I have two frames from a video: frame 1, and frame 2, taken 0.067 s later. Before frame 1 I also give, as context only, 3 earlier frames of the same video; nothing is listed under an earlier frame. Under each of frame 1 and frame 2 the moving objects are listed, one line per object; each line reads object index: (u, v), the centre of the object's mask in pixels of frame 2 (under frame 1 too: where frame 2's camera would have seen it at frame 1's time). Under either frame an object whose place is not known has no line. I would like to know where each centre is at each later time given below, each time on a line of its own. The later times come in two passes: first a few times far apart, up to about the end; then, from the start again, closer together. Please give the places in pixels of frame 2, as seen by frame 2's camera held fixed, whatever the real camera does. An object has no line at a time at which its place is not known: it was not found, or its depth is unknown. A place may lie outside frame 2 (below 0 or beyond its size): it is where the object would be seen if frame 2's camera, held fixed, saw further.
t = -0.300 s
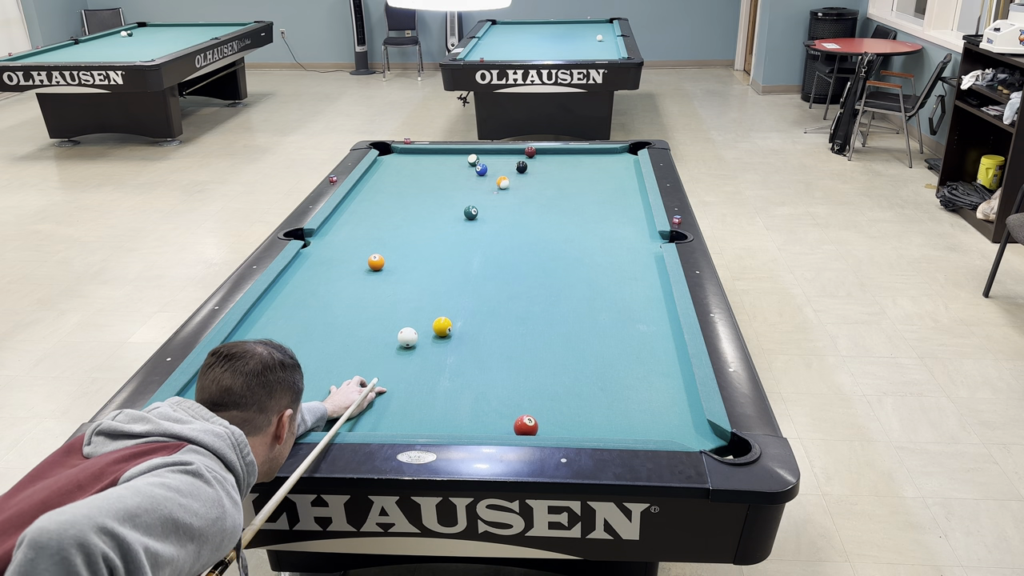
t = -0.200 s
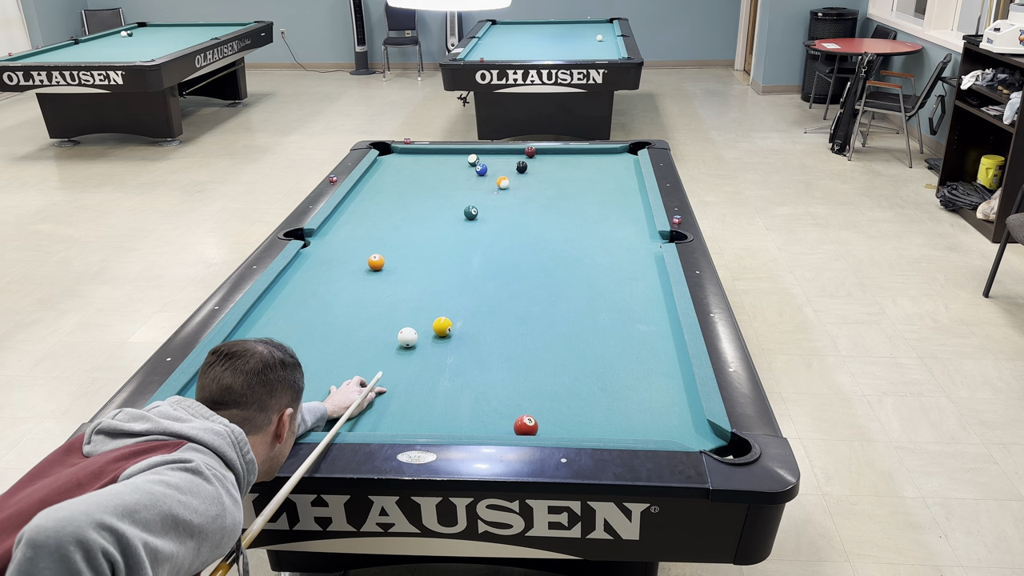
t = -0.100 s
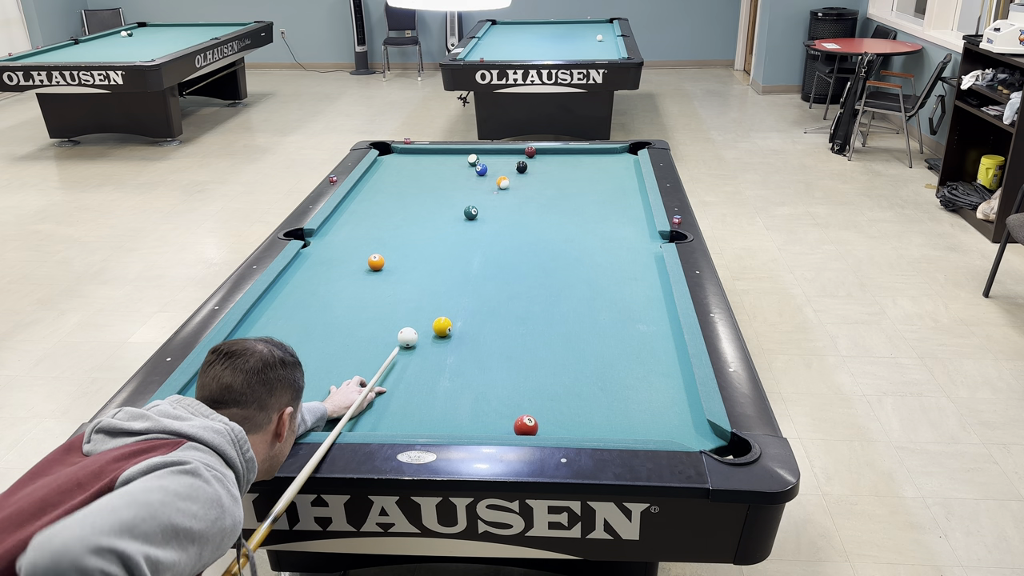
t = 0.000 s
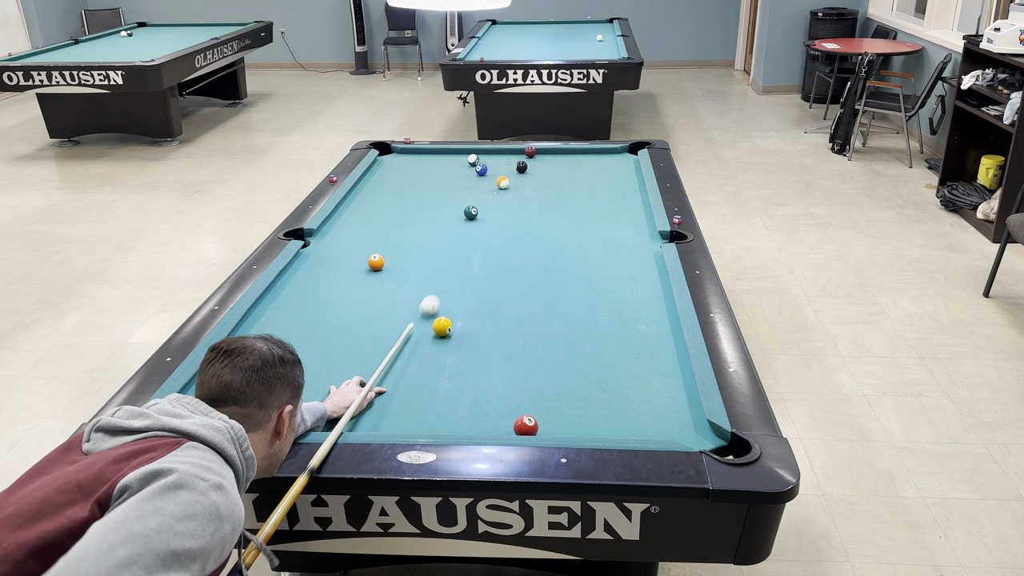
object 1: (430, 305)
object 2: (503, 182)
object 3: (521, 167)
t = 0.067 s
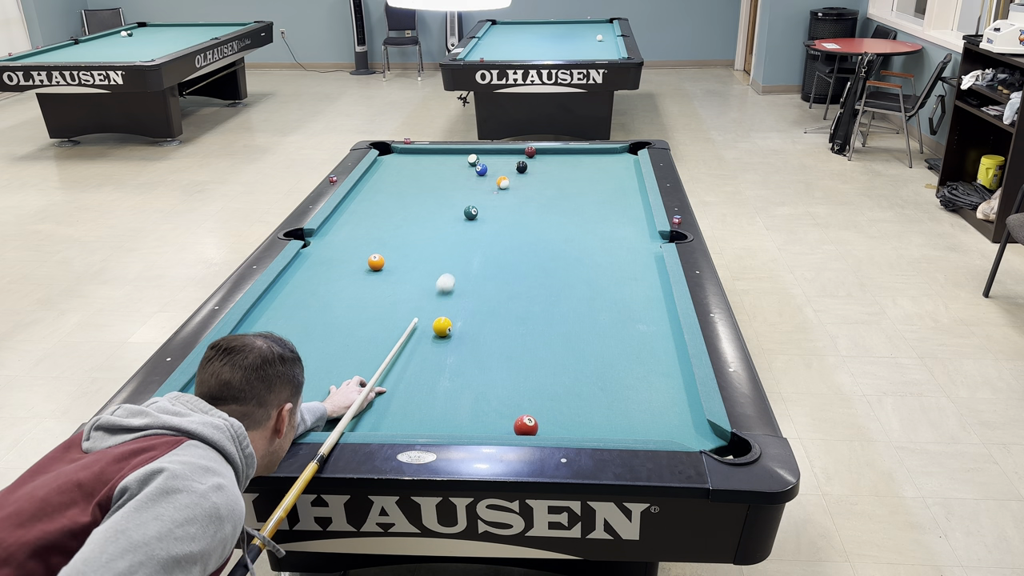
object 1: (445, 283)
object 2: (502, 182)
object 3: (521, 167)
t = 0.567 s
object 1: (512, 188)
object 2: (502, 182)
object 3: (521, 167)
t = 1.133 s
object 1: (561, 163)
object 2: (479, 180)
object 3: (512, 165)
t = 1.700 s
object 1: (572, 194)
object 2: (461, 177)
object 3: (504, 164)
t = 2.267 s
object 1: (586, 233)
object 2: (448, 176)
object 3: (501, 164)
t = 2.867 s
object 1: (603, 282)
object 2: (441, 175)
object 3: (500, 164)
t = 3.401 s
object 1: (623, 336)
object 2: (439, 175)
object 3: (500, 164)
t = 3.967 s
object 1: (650, 407)
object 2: (440, 175)
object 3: (500, 164)
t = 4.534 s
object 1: (664, 406)
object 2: (440, 175)
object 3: (500, 164)
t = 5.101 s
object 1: (665, 372)
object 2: (440, 175)
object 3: (500, 164)
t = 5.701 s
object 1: (667, 346)
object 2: (440, 175)
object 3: (500, 164)
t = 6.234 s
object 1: (666, 329)
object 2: (440, 175)
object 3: (500, 164)
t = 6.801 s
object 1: (664, 316)
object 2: (440, 175)
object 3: (500, 164)
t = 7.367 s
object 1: (663, 306)
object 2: (440, 175)
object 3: (500, 164)
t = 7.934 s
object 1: (663, 301)
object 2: (440, 175)
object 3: (500, 164)
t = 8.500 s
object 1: (660, 299)
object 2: (440, 175)
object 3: (500, 164)
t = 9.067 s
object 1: (660, 299)
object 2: (440, 175)
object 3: (500, 164)
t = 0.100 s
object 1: (452, 274)
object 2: (502, 182)
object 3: (521, 167)
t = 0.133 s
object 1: (458, 265)
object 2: (502, 182)
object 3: (521, 167)
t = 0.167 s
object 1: (464, 257)
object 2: (502, 182)
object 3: (521, 167)
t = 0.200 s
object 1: (469, 250)
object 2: (503, 182)
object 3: (521, 167)
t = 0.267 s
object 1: (478, 237)
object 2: (503, 182)
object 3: (521, 167)
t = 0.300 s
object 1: (482, 230)
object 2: (503, 182)
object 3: (521, 167)
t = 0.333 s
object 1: (487, 224)
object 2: (503, 182)
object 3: (521, 167)
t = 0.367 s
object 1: (491, 219)
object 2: (503, 182)
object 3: (521, 167)
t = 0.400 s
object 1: (494, 213)
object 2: (502, 182)
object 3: (521, 167)
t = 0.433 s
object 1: (498, 208)
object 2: (503, 182)
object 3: (521, 167)
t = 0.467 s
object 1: (502, 202)
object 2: (503, 182)
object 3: (521, 167)
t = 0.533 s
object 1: (508, 193)
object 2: (502, 182)
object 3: (521, 167)
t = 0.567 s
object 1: (512, 188)
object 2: (502, 182)
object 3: (521, 167)
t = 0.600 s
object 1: (515, 184)
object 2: (502, 182)
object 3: (521, 167)
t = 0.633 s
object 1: (519, 179)
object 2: (501, 182)
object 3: (521, 166)
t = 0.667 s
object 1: (524, 175)
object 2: (499, 182)
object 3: (521, 165)
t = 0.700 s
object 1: (528, 171)
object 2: (498, 181)
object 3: (520, 166)
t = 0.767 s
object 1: (538, 164)
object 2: (495, 181)
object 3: (520, 166)
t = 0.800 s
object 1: (542, 161)
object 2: (493, 181)
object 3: (519, 166)
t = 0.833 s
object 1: (547, 157)
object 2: (492, 181)
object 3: (518, 166)
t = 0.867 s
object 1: (552, 154)
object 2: (490, 181)
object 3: (518, 166)
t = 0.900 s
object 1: (556, 151)
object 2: (489, 180)
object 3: (517, 166)
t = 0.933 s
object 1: (557, 152)
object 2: (487, 180)
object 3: (516, 166)
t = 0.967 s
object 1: (558, 154)
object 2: (486, 180)
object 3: (516, 166)
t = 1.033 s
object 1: (559, 158)
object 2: (483, 180)
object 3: (514, 166)
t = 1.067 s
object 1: (560, 159)
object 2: (482, 180)
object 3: (513, 166)
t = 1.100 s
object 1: (560, 161)
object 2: (481, 180)
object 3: (513, 165)
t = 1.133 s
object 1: (561, 163)
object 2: (479, 180)
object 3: (512, 165)
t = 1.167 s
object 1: (562, 164)
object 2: (478, 179)
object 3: (511, 165)
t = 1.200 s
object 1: (562, 166)
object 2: (477, 179)
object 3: (511, 165)
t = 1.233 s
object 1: (563, 168)
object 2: (476, 179)
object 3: (510, 165)
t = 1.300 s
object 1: (564, 171)
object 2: (473, 179)
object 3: (509, 165)
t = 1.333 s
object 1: (565, 173)
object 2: (472, 179)
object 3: (509, 165)
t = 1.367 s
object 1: (565, 175)
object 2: (471, 179)
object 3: (508, 165)
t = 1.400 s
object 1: (566, 177)
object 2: (470, 179)
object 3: (508, 165)
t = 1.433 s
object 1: (567, 179)
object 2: (469, 178)
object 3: (507, 165)
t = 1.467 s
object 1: (567, 181)
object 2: (468, 178)
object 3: (507, 164)
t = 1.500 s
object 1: (568, 183)
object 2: (467, 178)
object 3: (506, 164)
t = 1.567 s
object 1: (569, 186)
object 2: (465, 178)
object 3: (506, 164)
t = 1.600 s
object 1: (570, 188)
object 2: (464, 178)
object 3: (505, 164)
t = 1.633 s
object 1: (571, 190)
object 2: (463, 178)
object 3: (505, 164)
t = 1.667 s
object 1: (572, 192)
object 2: (462, 177)
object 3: (504, 164)
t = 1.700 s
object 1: (572, 194)
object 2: (461, 177)
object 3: (504, 164)
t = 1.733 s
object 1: (573, 197)
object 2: (460, 177)
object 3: (504, 164)
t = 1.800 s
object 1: (575, 201)
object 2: (458, 177)
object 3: (503, 164)
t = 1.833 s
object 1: (575, 203)
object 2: (457, 177)
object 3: (503, 164)
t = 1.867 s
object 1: (576, 205)
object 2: (456, 177)
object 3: (502, 164)
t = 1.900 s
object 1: (577, 207)
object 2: (456, 177)
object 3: (502, 164)
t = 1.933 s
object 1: (578, 209)
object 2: (455, 177)
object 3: (502, 164)
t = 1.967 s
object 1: (578, 212)
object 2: (454, 177)
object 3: (502, 164)
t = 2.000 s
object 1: (579, 214)
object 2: (453, 176)
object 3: (502, 164)
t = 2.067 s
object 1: (581, 218)
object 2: (452, 176)
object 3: (501, 164)
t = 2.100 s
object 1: (582, 221)
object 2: (451, 176)
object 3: (501, 164)
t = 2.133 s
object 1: (582, 223)
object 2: (450, 176)
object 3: (501, 164)
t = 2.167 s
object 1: (583, 225)
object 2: (450, 176)
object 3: (501, 164)
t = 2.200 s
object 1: (584, 228)
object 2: (449, 176)
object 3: (501, 164)
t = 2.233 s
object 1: (585, 230)
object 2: (449, 176)
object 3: (501, 164)
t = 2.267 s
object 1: (586, 233)
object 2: (448, 176)
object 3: (501, 164)
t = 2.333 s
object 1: (587, 238)
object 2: (447, 176)
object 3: (500, 164)
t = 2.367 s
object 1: (588, 240)
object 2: (446, 176)
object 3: (500, 164)
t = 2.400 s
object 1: (589, 243)
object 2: (446, 175)
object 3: (500, 164)
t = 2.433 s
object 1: (590, 245)
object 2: (445, 175)
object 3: (500, 164)
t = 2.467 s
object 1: (591, 248)
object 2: (445, 175)
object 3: (500, 164)
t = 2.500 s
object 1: (592, 251)
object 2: (444, 175)
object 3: (500, 164)
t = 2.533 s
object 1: (593, 253)
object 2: (444, 175)
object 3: (500, 164)
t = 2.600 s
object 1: (595, 259)
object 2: (443, 175)
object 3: (500, 164)
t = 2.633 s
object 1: (596, 261)
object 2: (443, 175)
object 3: (500, 164)
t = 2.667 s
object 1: (597, 264)
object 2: (442, 175)
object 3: (500, 164)
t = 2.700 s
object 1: (598, 267)
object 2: (442, 175)
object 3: (500, 164)
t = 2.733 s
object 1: (599, 270)
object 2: (442, 175)
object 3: (500, 164)
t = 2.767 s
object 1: (600, 273)
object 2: (441, 175)
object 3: (500, 164)
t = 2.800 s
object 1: (601, 276)
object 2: (441, 175)
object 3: (500, 164)
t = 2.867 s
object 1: (603, 282)
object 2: (441, 175)
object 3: (500, 164)
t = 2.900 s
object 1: (604, 285)
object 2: (441, 175)
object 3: (500, 164)
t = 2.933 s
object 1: (606, 288)
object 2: (441, 175)
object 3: (500, 164)
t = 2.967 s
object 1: (607, 291)
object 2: (440, 175)
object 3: (500, 164)
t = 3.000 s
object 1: (608, 294)
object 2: (440, 175)
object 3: (500, 164)
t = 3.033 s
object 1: (609, 298)
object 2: (440, 175)
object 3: (500, 164)
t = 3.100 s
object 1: (612, 304)
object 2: (440, 175)
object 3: (500, 164)
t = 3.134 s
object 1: (613, 307)
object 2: (440, 175)
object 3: (500, 164)
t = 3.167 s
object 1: (614, 311)
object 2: (439, 175)
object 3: (500, 164)
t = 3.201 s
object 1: (615, 314)
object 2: (439, 175)
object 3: (500, 164)
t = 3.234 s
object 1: (617, 318)
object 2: (439, 175)
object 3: (500, 164)
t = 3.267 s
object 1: (618, 321)
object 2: (439, 175)
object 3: (500, 164)
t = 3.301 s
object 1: (619, 325)
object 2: (439, 175)
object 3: (500, 164)
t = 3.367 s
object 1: (622, 332)
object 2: (439, 175)
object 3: (500, 164)
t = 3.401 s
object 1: (623, 336)
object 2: (439, 175)
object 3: (500, 164)
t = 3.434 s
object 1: (625, 340)
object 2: (439, 175)
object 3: (500, 164)
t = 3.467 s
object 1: (626, 343)
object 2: (440, 175)
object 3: (500, 164)
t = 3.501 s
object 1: (628, 347)
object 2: (440, 175)
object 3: (500, 164)
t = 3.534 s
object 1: (629, 351)
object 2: (440, 175)
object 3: (500, 164)
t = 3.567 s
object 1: (631, 355)
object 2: (440, 175)
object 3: (500, 164)
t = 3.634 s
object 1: (634, 363)
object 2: (440, 175)
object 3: (500, 164)
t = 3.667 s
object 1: (635, 367)
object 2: (440, 175)
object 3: (500, 164)
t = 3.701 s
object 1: (637, 371)
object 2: (440, 175)
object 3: (500, 164)
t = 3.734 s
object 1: (638, 376)
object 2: (440, 175)
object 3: (500, 164)
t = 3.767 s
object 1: (640, 380)
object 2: (440, 175)
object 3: (500, 164)
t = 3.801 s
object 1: (642, 384)
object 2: (440, 175)
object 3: (500, 164)
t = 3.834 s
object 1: (643, 389)
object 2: (440, 175)
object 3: (500, 164)
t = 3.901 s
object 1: (646, 398)
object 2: (440, 175)
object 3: (500, 164)
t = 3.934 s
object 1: (648, 402)
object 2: (440, 175)
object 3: (500, 164)
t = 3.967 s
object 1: (650, 407)
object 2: (440, 175)
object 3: (500, 164)
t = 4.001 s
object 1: (652, 412)
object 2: (440, 175)
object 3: (500, 164)
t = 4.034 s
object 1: (654, 417)
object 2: (440, 175)
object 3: (500, 164)
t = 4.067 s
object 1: (656, 421)
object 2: (440, 175)
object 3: (500, 164)
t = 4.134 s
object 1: (660, 429)
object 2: (440, 175)
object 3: (500, 164)
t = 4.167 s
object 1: (661, 432)
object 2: (440, 175)
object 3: (500, 164)
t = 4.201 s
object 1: (662, 430)
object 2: (440, 175)
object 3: (500, 164)
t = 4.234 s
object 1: (662, 428)
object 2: (440, 175)
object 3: (500, 164)
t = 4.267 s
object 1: (662, 426)
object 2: (440, 174)
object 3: (500, 164)
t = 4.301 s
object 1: (662, 424)
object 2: (440, 175)
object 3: (500, 164)
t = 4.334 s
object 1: (662, 421)
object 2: (440, 174)
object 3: (500, 164)
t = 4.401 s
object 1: (663, 416)
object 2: (440, 175)
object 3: (500, 164)
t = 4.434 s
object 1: (663, 413)
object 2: (440, 174)
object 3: (500, 164)
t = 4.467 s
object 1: (663, 411)
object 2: (440, 175)
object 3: (500, 164)
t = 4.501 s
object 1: (663, 409)
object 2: (440, 175)
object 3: (500, 164)
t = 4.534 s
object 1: (664, 406)
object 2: (440, 175)
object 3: (500, 164)
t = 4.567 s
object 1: (664, 404)
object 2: (439, 175)
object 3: (500, 164)
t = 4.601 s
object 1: (664, 402)
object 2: (440, 175)
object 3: (500, 164)
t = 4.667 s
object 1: (664, 397)
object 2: (440, 175)
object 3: (500, 164)
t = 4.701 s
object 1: (664, 395)
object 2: (439, 175)
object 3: (500, 164)
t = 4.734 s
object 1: (664, 393)
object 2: (440, 175)
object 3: (500, 164)
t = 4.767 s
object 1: (665, 391)
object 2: (440, 175)
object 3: (500, 164)
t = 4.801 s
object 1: (665, 389)
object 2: (440, 175)
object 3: (500, 164)
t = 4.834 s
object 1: (665, 387)
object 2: (440, 175)
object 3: (500, 164)
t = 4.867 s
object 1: (665, 385)
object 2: (440, 175)
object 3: (500, 164)
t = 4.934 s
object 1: (665, 381)
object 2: (440, 175)
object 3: (500, 164)
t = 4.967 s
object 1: (665, 379)
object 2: (440, 175)
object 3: (500, 164)
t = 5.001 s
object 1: (665, 378)
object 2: (440, 175)
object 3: (500, 164)
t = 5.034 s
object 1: (665, 376)
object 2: (440, 175)
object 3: (500, 164)
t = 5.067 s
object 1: (665, 374)
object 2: (440, 175)
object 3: (500, 164)
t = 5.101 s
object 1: (665, 372)
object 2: (440, 175)
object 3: (500, 164)
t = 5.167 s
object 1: (666, 369)
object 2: (440, 175)
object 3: (500, 164)
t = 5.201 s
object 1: (666, 367)
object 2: (440, 175)
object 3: (500, 164)
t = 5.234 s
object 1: (666, 366)
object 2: (440, 175)
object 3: (500, 164)
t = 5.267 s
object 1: (666, 364)
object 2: (440, 175)
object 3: (500, 164)
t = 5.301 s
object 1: (666, 363)
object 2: (440, 175)
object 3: (500, 164)
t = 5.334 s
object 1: (666, 361)
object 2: (440, 175)
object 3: (500, 164)
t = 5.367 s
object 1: (666, 360)
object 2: (440, 175)
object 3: (500, 164)
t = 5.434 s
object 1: (666, 357)
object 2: (440, 175)
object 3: (500, 164)
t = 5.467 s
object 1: (666, 355)
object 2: (440, 175)
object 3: (500, 164)
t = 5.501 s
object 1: (666, 354)
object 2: (440, 175)
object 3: (500, 164)
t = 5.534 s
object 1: (666, 353)
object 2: (440, 175)
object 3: (500, 164)
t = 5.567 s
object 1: (666, 351)
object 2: (440, 175)
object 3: (500, 164)
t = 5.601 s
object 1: (666, 350)
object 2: (440, 175)
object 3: (500, 164)
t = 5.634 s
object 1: (667, 349)
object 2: (440, 175)
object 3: (500, 164)
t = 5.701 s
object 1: (667, 346)
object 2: (440, 175)
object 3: (500, 164)
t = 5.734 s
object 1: (667, 345)
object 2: (440, 175)
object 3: (500, 164)
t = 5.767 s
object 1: (666, 344)
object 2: (440, 175)
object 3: (500, 164)
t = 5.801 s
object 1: (666, 342)
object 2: (440, 175)
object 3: (500, 164)
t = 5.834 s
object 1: (666, 342)
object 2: (440, 175)
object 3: (500, 164)
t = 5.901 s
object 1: (666, 339)
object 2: (440, 175)
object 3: (500, 164)
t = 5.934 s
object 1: (666, 338)
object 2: (440, 175)
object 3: (500, 164)
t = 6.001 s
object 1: (666, 336)
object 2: (440, 175)
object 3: (500, 164)
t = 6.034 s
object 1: (666, 335)
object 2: (440, 175)
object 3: (500, 164)
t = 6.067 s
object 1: (666, 334)
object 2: (440, 175)
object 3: (500, 164)
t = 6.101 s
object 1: (666, 333)
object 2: (440, 175)
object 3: (500, 164)
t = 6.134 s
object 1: (666, 331)
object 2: (440, 175)
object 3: (500, 164)
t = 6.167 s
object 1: (666, 331)
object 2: (440, 175)
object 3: (500, 164)
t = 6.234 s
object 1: (666, 329)
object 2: (440, 175)
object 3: (500, 164)
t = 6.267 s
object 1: (666, 328)
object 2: (439, 175)
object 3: (500, 164)
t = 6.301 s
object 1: (665, 327)
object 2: (439, 175)
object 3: (500, 164)
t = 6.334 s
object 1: (665, 326)
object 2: (439, 175)
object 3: (500, 164)
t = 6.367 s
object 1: (665, 325)
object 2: (439, 175)
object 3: (500, 164)
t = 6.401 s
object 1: (665, 324)
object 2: (439, 175)
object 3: (500, 164)
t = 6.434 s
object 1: (665, 323)
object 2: (440, 175)
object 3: (500, 164)
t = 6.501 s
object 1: (665, 322)
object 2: (440, 175)
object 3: (500, 164)
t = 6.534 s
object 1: (665, 321)
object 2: (440, 175)
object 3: (500, 164)
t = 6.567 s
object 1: (664, 320)
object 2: (440, 175)
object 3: (500, 164)
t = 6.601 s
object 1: (664, 320)
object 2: (440, 175)
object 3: (500, 164)
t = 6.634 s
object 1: (664, 319)
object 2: (440, 175)
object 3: (500, 164)
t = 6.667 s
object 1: (664, 318)
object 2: (440, 175)
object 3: (500, 164)
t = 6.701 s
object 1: (664, 317)
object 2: (440, 175)
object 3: (500, 164)
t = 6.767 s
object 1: (664, 316)
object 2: (440, 175)
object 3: (500, 164)
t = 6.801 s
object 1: (664, 316)
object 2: (440, 175)
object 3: (500, 164)
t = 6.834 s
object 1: (664, 315)
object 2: (440, 175)
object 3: (500, 164)
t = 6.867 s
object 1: (663, 314)
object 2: (440, 175)
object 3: (500, 164)
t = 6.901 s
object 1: (663, 314)
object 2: (440, 175)
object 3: (500, 164)
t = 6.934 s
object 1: (663, 313)
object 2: (440, 175)
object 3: (500, 164)
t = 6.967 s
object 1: (663, 312)
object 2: (440, 175)
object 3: (500, 164)
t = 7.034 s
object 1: (663, 311)
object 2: (440, 175)
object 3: (500, 164)
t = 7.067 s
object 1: (663, 311)
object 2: (440, 175)
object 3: (500, 164)
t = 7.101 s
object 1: (663, 310)
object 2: (440, 175)
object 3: (500, 164)
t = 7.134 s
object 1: (663, 310)
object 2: (440, 175)
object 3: (500, 164)
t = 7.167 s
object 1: (663, 309)
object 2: (440, 175)
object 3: (500, 164)
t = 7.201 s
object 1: (663, 309)
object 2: (440, 175)
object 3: (500, 164)
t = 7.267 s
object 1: (663, 308)
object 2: (440, 175)
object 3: (500, 164)
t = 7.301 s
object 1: (663, 307)
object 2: (440, 175)
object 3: (500, 164)
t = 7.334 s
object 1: (663, 307)
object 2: (440, 175)
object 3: (500, 164)
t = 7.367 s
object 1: (663, 306)
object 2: (440, 175)
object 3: (500, 164)
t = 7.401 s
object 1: (663, 306)
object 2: (440, 175)
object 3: (500, 164)
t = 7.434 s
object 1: (663, 306)
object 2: (440, 175)
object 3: (500, 164)
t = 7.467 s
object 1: (663, 305)
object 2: (440, 175)
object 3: (500, 164)
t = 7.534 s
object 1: (663, 304)
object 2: (440, 175)
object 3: (500, 164)
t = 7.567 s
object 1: (663, 304)
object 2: (440, 175)
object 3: (500, 164)
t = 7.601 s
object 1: (663, 304)
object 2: (440, 175)
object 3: (500, 164)
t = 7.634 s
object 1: (663, 303)
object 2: (440, 175)
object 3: (500, 164)
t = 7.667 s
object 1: (663, 303)
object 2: (440, 175)
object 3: (500, 164)
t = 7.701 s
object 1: (663, 303)
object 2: (440, 175)
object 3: (500, 164)
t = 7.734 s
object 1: (663, 302)
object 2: (440, 175)
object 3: (500, 164)
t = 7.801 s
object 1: (663, 302)
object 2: (440, 175)
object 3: (500, 164)
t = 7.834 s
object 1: (663, 302)
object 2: (440, 175)
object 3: (500, 164)
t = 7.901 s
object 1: (663, 301)
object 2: (440, 175)
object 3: (500, 164)
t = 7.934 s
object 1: (663, 301)
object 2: (440, 175)
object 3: (500, 164)
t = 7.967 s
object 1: (663, 301)
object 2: (440, 175)
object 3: (500, 164)
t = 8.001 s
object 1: (662, 301)
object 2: (440, 175)
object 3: (500, 164)
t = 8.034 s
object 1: (662, 300)
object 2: (440, 175)
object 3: (500, 164)
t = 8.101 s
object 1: (662, 300)
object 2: (440, 175)
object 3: (500, 164)
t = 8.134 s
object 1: (662, 300)
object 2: (440, 175)
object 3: (500, 164)
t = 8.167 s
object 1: (662, 300)
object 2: (440, 175)
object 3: (500, 164)
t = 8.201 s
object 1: (661, 300)
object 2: (440, 175)
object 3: (500, 164)
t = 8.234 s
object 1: (661, 300)
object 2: (440, 175)
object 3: (500, 164)
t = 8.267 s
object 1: (661, 299)
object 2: (440, 175)
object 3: (500, 164)
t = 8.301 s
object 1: (661, 299)
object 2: (440, 175)
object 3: (500, 164)
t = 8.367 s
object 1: (661, 299)
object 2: (440, 175)
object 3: (500, 164)
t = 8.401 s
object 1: (661, 299)
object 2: (440, 175)
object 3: (500, 164)
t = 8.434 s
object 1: (660, 299)
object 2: (440, 175)
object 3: (500, 164)
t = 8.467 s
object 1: (660, 299)
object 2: (440, 175)
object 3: (500, 164)
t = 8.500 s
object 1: (660, 299)
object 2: (440, 175)
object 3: (500, 164)
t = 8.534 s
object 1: (660, 299)
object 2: (440, 175)
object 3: (500, 164)
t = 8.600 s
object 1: (660, 299)
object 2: (440, 175)
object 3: (500, 164)
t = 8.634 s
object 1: (660, 299)
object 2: (440, 175)
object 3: (500, 164)
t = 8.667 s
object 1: (660, 299)
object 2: (440, 175)
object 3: (500, 164)
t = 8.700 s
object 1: (660, 299)
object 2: (440, 175)
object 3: (500, 164)
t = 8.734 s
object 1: (660, 299)
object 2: (439, 175)
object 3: (500, 164)
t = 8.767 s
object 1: (660, 299)
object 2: (440, 175)
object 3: (500, 164)
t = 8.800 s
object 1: (660, 299)
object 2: (440, 175)
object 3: (500, 164)
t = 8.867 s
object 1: (660, 299)
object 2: (440, 174)
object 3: (500, 164)
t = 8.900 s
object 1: (660, 299)
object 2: (440, 175)
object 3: (500, 164)
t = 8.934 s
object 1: (660, 299)
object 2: (440, 174)
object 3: (500, 164)
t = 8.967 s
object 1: (660, 299)
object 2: (440, 174)
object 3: (500, 164)
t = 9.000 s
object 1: (660, 299)
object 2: (440, 175)
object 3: (500, 164)
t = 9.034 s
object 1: (660, 299)
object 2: (439, 175)
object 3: (500, 164)
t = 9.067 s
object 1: (660, 299)
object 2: (440, 175)
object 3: (500, 164)
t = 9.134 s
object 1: (660, 299)
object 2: (440, 175)
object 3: (500, 164)
